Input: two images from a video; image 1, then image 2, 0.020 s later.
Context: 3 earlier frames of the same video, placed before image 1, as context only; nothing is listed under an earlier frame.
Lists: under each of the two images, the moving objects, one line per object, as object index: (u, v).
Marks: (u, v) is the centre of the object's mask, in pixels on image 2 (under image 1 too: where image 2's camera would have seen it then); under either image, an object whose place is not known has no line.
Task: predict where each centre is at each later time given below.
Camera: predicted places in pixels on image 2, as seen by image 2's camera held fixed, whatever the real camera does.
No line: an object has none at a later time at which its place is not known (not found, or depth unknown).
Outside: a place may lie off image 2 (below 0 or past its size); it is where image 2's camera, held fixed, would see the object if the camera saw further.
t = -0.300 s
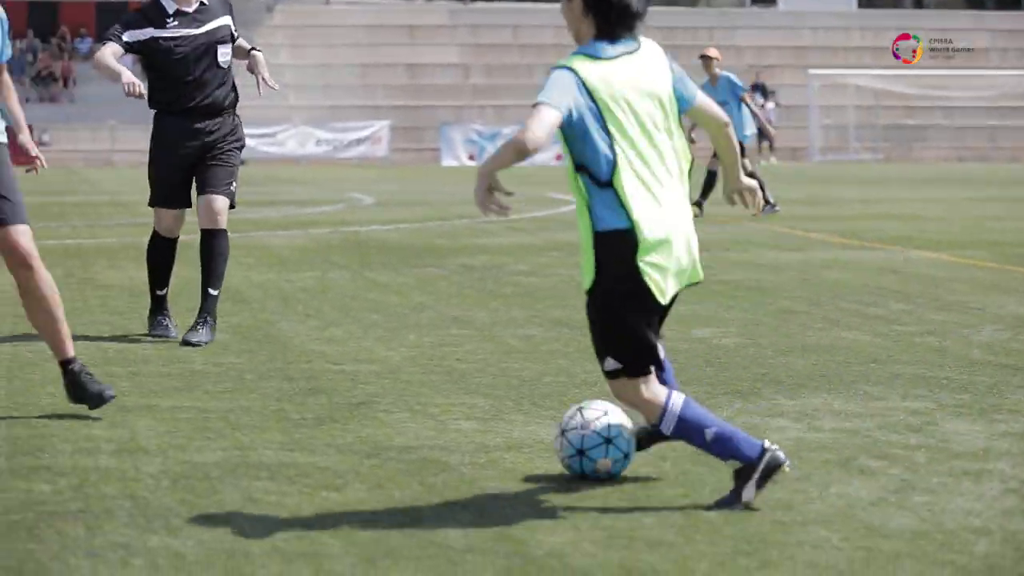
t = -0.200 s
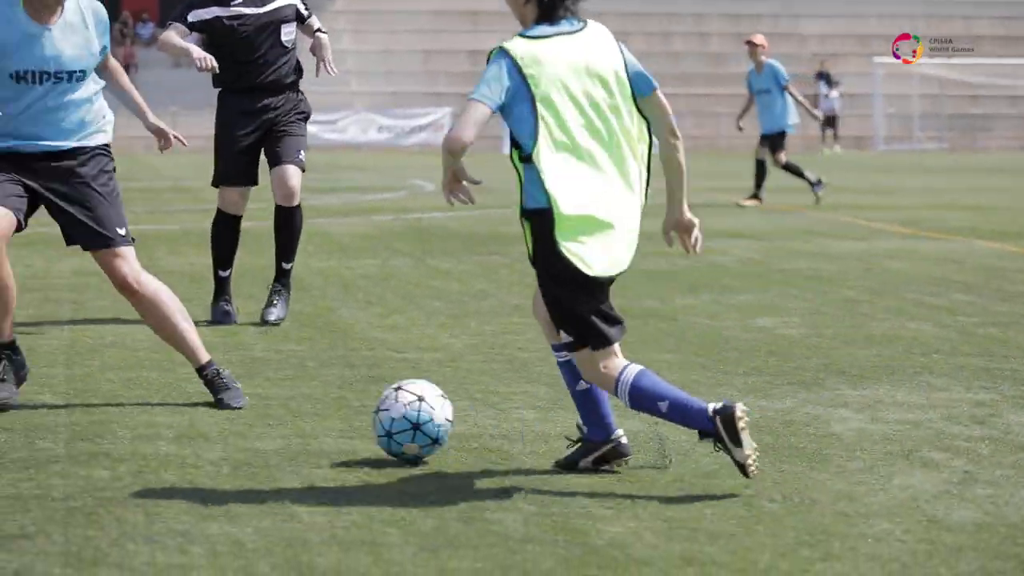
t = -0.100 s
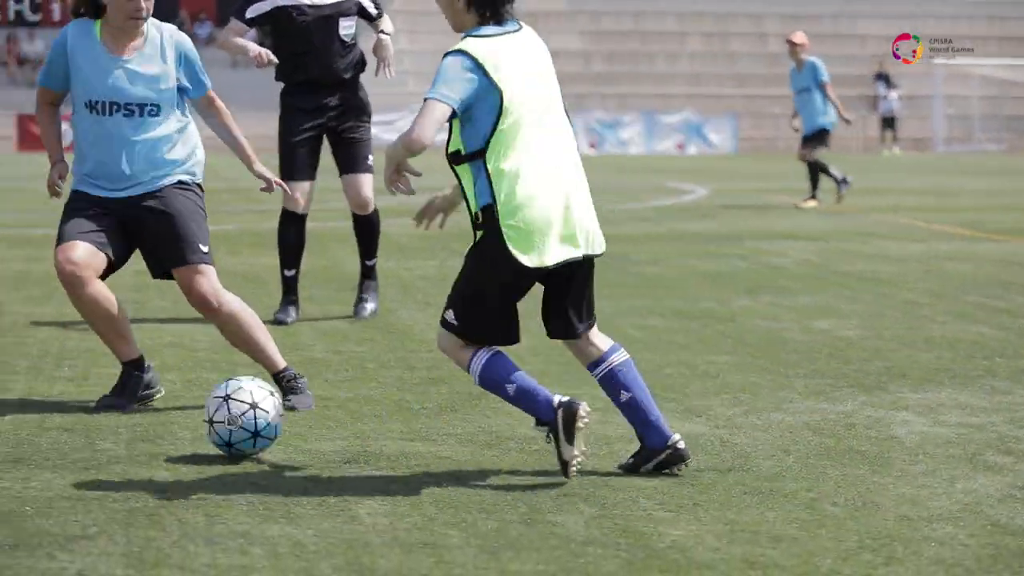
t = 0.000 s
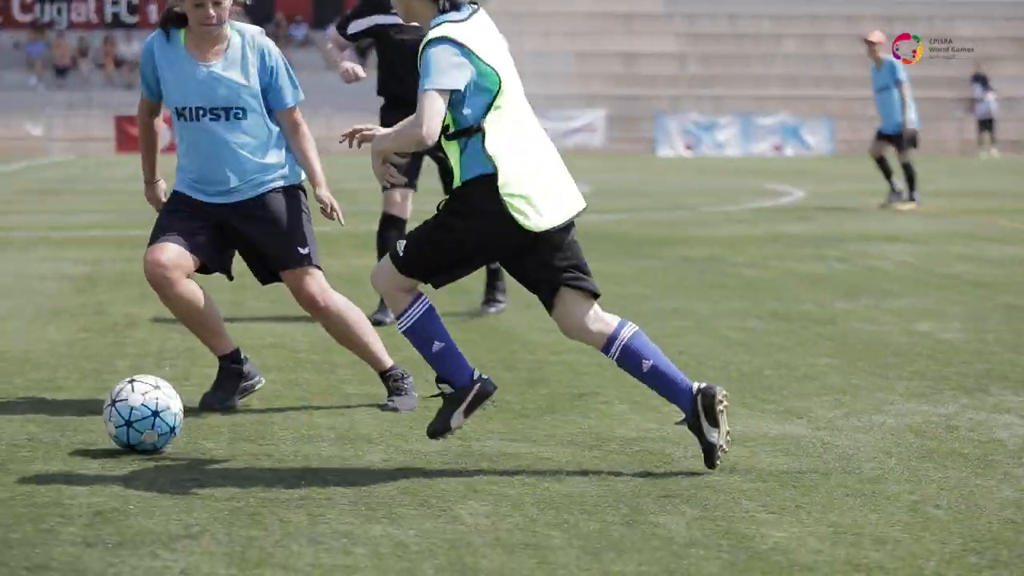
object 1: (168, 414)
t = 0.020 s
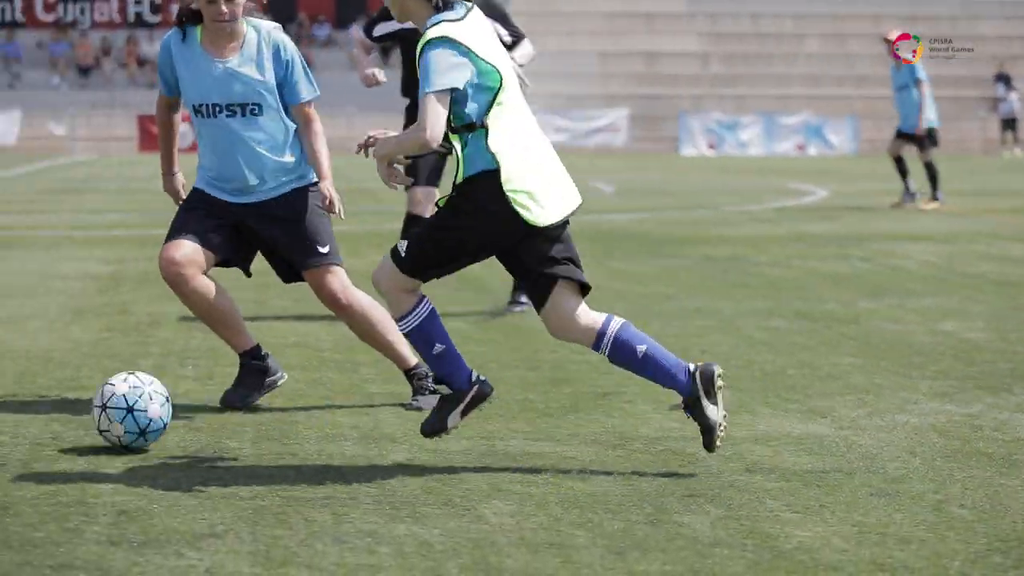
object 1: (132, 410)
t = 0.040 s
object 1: (96, 408)
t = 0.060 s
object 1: (61, 408)
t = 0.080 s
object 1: (26, 407)
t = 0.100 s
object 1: (-7, 406)
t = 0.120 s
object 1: (-40, 402)
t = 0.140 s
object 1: (-71, 399)
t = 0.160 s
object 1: (-103, 397)
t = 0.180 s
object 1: (-136, 397)
